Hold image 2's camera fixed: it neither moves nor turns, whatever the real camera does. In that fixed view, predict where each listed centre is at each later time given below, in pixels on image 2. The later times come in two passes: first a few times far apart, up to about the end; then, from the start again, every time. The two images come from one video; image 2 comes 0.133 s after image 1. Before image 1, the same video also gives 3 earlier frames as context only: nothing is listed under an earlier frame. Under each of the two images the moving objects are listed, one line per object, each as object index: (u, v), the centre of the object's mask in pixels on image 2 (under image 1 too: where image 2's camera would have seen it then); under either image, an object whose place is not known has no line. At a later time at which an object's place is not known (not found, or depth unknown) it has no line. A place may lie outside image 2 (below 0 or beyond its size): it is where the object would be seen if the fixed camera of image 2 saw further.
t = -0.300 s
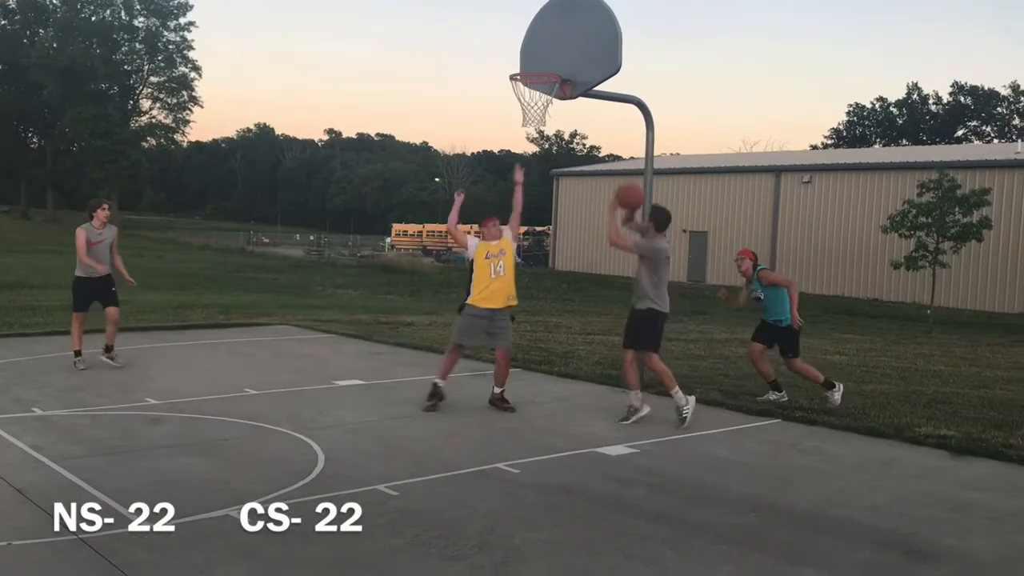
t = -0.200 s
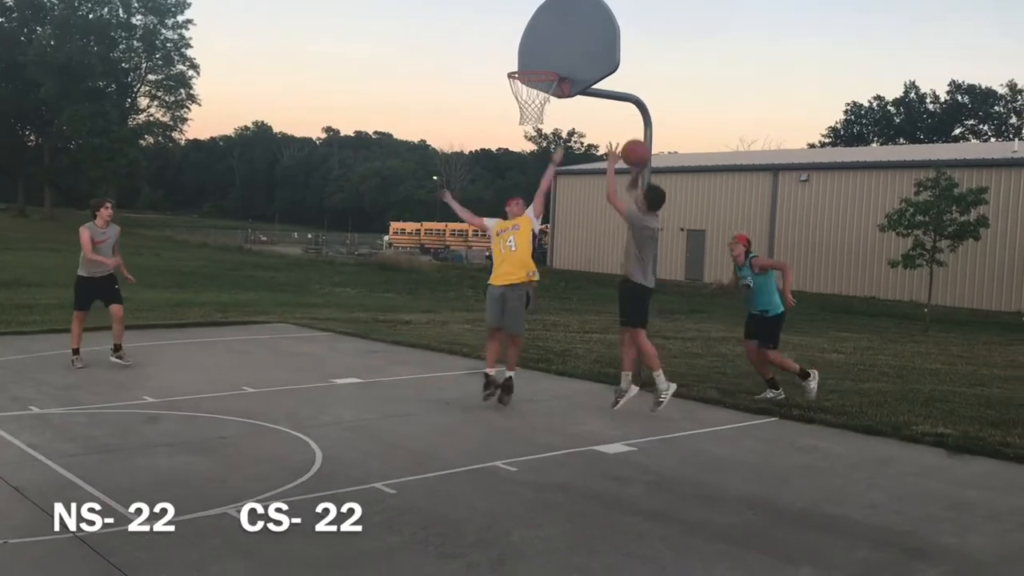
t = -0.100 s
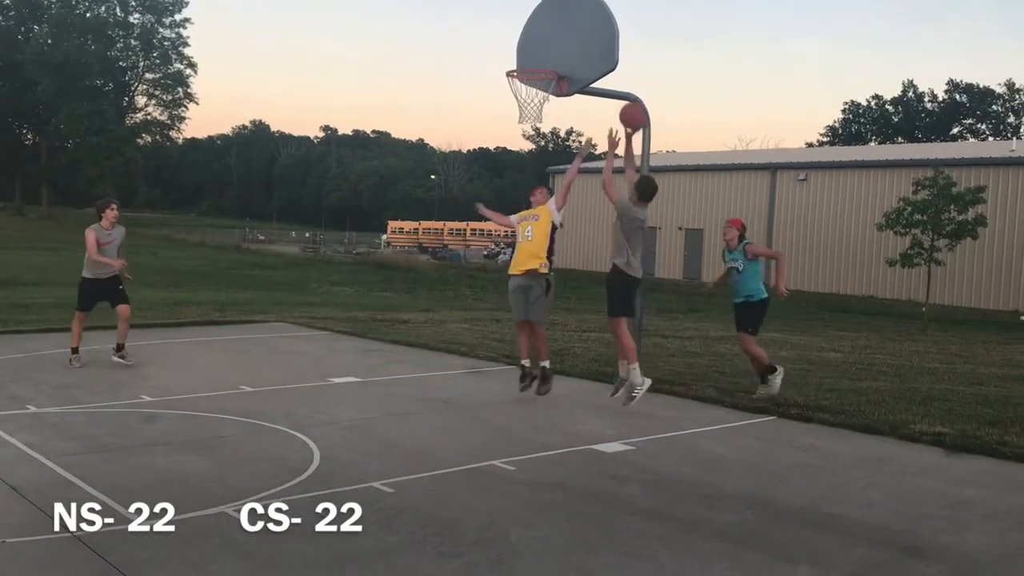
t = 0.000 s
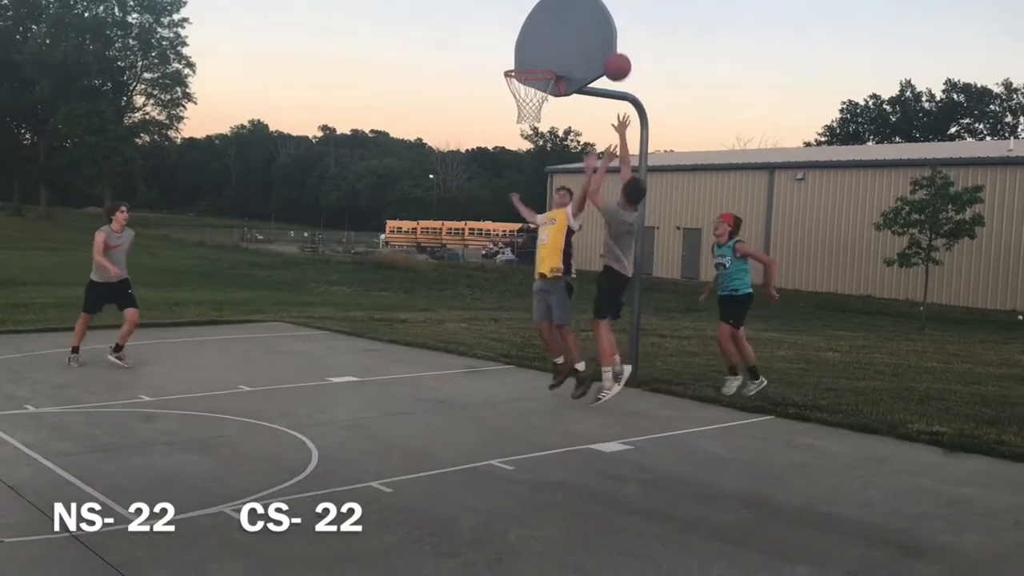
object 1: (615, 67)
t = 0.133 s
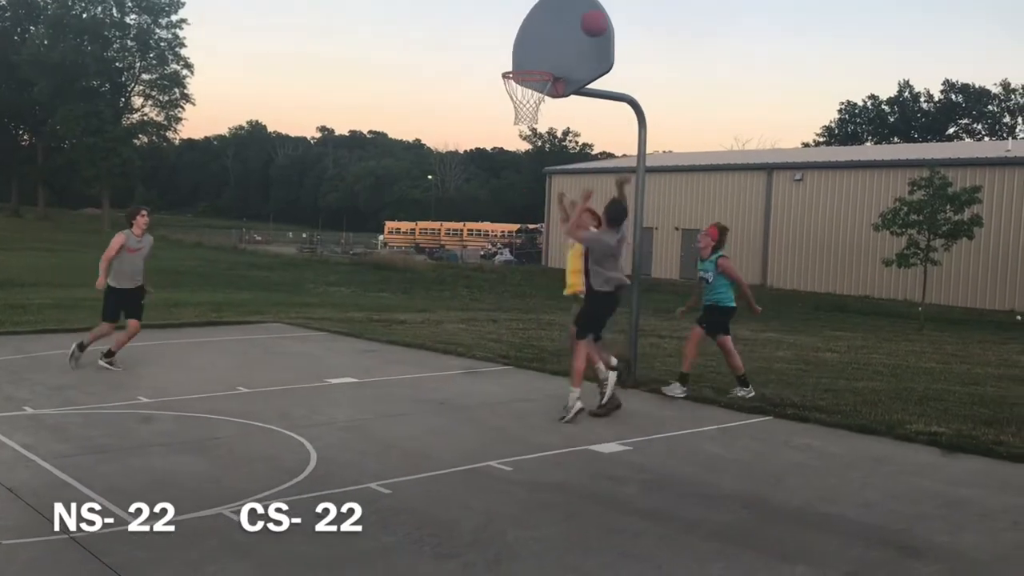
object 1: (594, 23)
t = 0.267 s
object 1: (573, 4)
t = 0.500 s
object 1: (538, 6)
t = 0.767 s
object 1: (496, 83)
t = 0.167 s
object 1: (589, 15)
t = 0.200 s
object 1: (584, 9)
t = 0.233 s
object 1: (578, 6)
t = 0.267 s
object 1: (573, 4)
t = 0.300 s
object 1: (568, 3)
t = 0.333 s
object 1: (563, 1)
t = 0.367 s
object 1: (558, 1)
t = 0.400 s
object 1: (553, 1)
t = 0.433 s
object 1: (547, 2)
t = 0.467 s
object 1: (542, 3)
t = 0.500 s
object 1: (538, 6)
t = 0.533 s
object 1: (532, 12)
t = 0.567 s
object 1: (527, 19)
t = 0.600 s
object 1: (523, 27)
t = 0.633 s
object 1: (517, 36)
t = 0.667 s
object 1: (512, 46)
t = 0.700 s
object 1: (507, 57)
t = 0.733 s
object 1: (502, 69)
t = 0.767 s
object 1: (496, 83)
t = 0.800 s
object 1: (493, 96)
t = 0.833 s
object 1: (488, 112)
